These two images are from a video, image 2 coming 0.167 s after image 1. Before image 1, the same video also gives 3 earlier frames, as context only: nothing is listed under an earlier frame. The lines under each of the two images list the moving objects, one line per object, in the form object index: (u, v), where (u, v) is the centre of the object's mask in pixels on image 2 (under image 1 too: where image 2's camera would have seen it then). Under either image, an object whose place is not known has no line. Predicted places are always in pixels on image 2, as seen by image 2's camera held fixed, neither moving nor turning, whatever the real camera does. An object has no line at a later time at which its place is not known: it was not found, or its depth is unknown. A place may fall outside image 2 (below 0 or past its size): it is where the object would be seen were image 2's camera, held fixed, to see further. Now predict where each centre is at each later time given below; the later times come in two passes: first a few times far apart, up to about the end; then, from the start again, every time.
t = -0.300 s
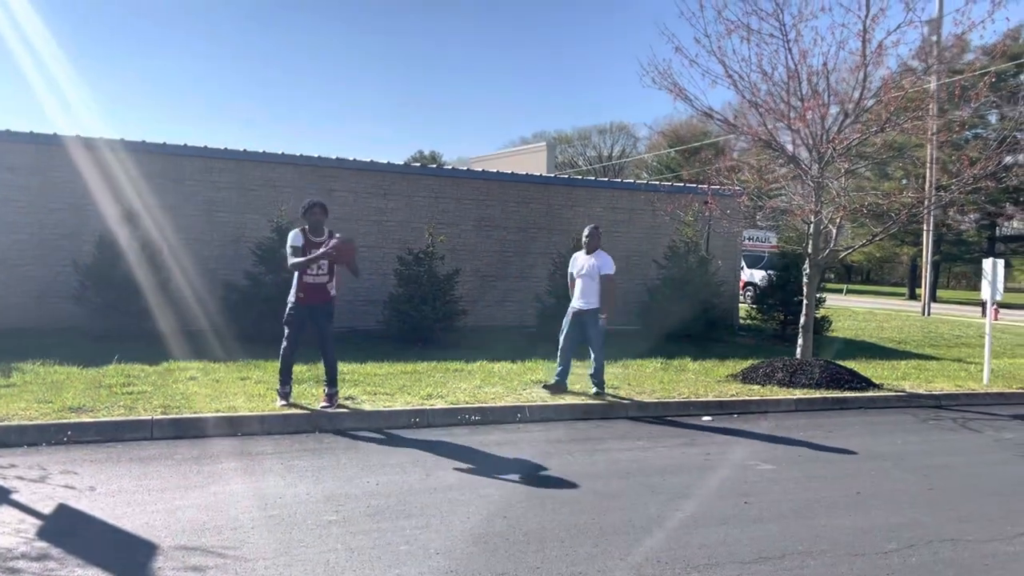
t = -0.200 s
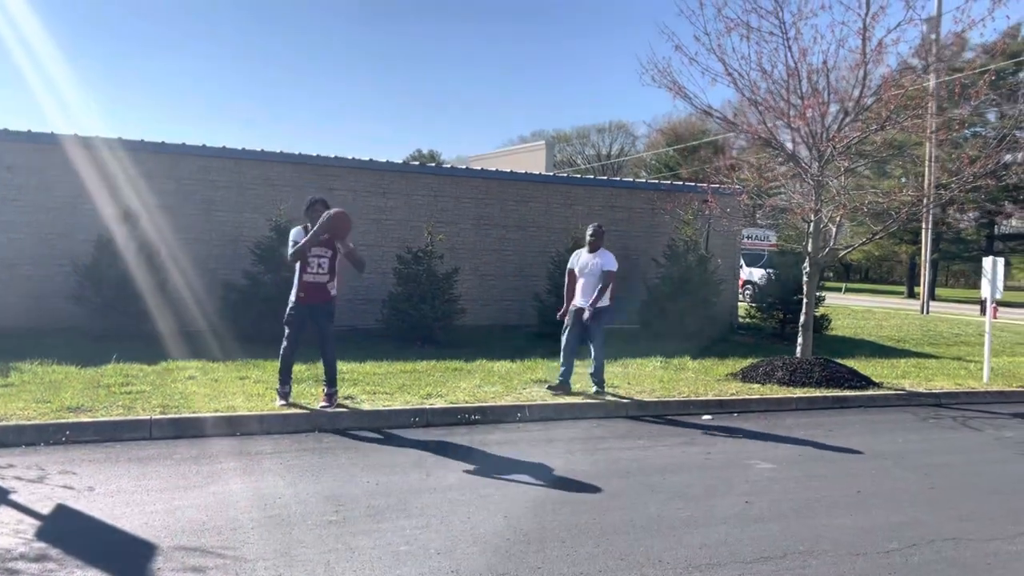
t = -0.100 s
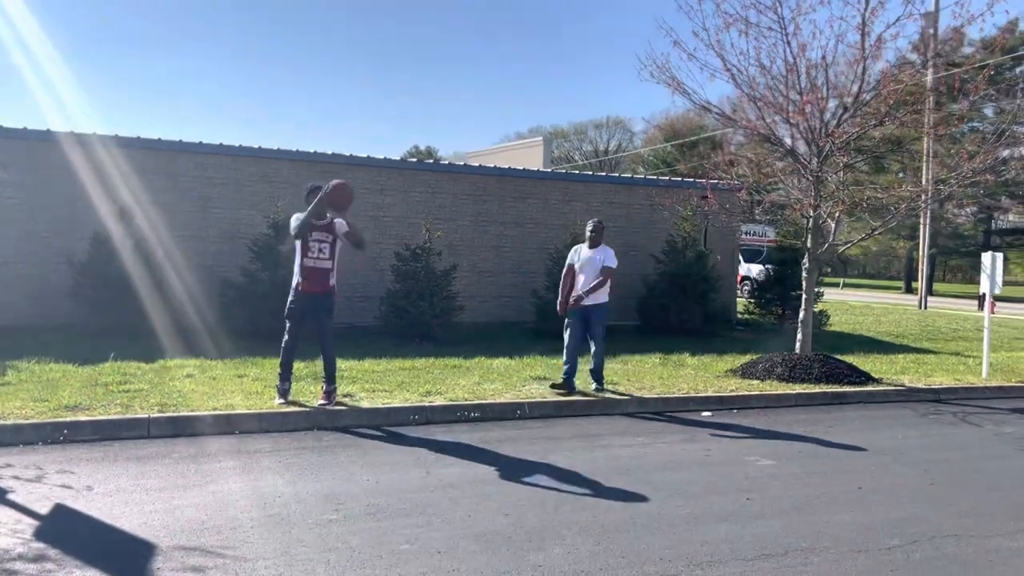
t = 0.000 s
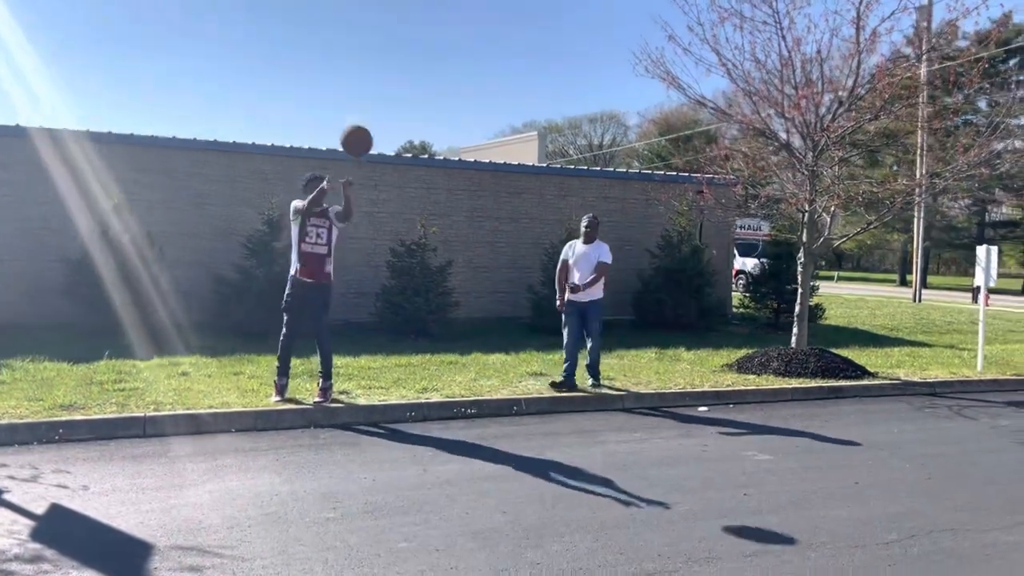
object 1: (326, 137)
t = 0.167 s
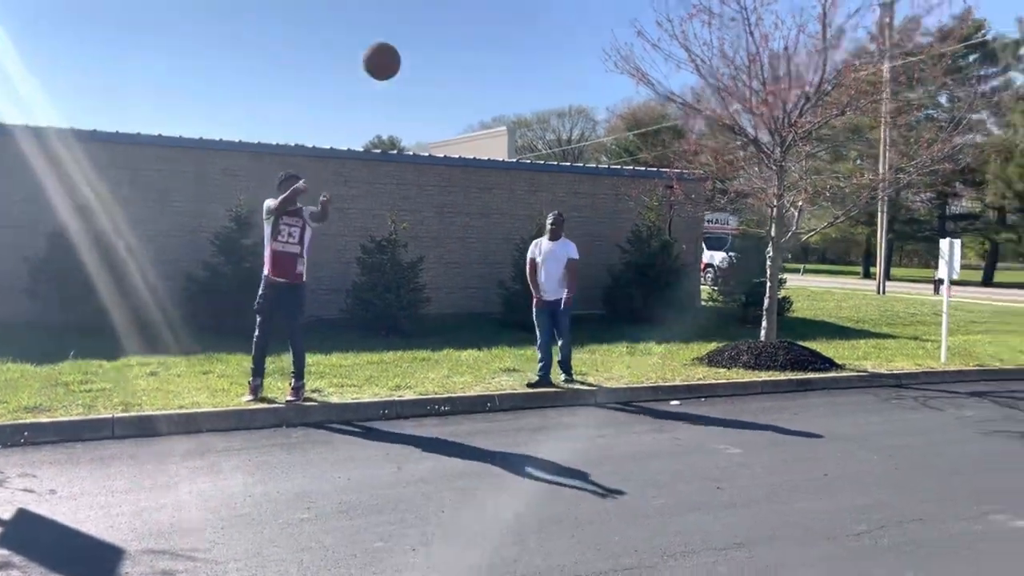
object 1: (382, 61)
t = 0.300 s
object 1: (438, 17)
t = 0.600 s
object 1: (628, 36)
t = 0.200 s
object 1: (395, 49)
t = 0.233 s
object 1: (409, 37)
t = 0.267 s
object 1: (423, 27)
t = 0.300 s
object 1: (438, 17)
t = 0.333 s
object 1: (452, 9)
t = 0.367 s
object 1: (469, 5)
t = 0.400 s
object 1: (485, 2)
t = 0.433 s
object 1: (503, 2)
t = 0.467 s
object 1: (524, 5)
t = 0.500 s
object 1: (546, 10)
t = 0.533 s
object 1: (571, 17)
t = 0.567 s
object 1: (597, 25)
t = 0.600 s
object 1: (628, 36)
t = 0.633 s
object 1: (669, 49)
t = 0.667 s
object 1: (713, 63)
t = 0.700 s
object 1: (755, 85)
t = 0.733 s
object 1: (798, 118)
